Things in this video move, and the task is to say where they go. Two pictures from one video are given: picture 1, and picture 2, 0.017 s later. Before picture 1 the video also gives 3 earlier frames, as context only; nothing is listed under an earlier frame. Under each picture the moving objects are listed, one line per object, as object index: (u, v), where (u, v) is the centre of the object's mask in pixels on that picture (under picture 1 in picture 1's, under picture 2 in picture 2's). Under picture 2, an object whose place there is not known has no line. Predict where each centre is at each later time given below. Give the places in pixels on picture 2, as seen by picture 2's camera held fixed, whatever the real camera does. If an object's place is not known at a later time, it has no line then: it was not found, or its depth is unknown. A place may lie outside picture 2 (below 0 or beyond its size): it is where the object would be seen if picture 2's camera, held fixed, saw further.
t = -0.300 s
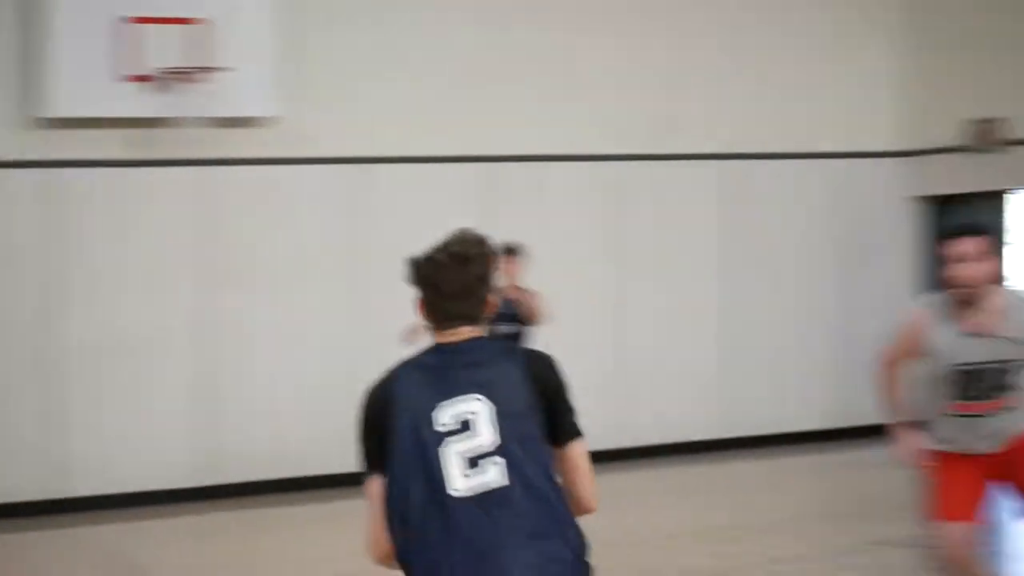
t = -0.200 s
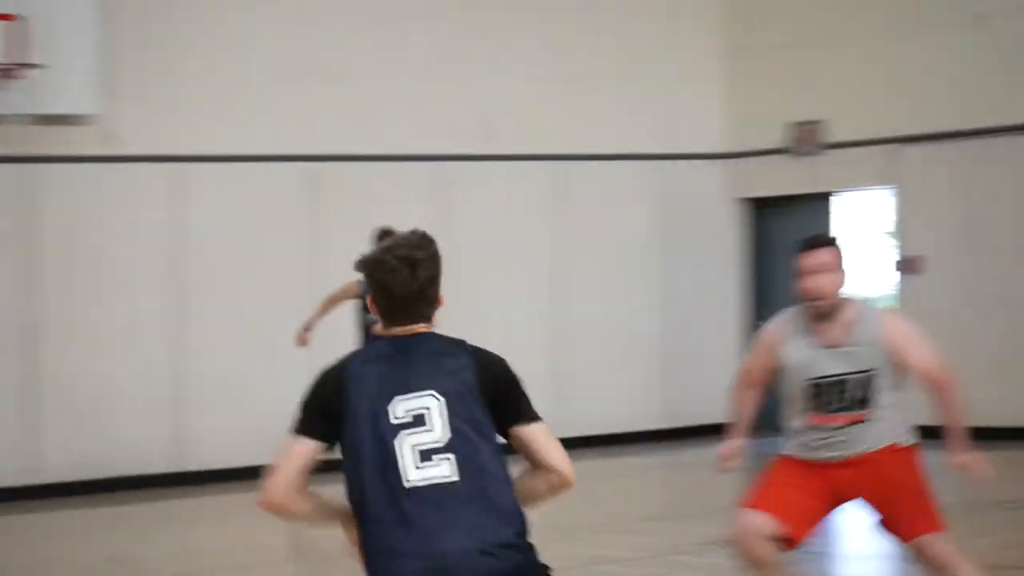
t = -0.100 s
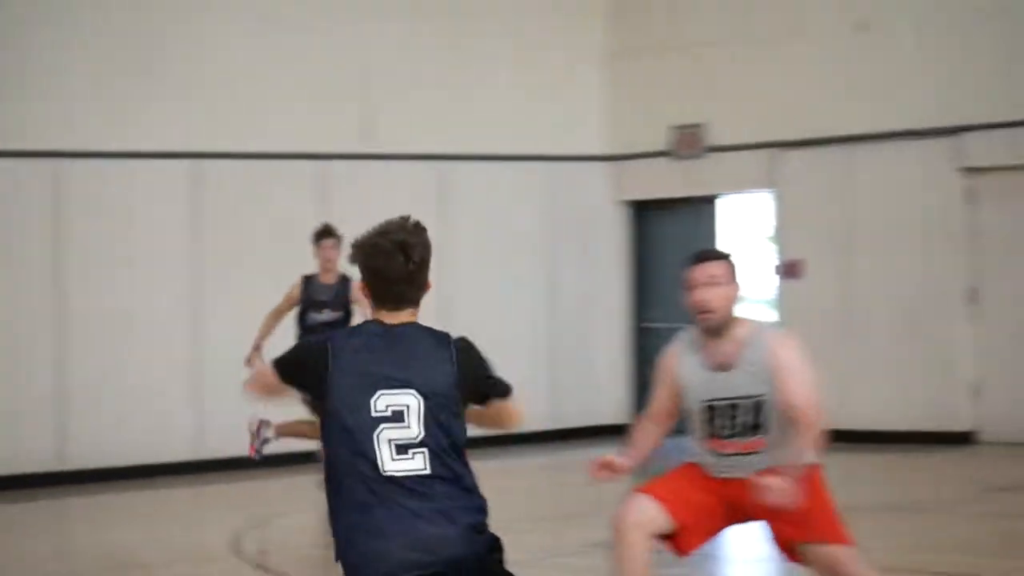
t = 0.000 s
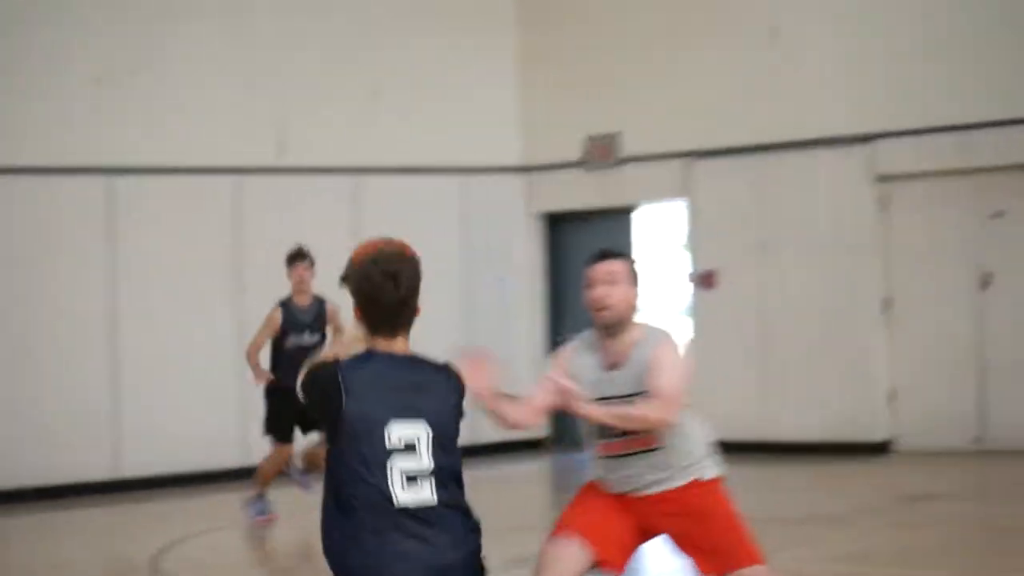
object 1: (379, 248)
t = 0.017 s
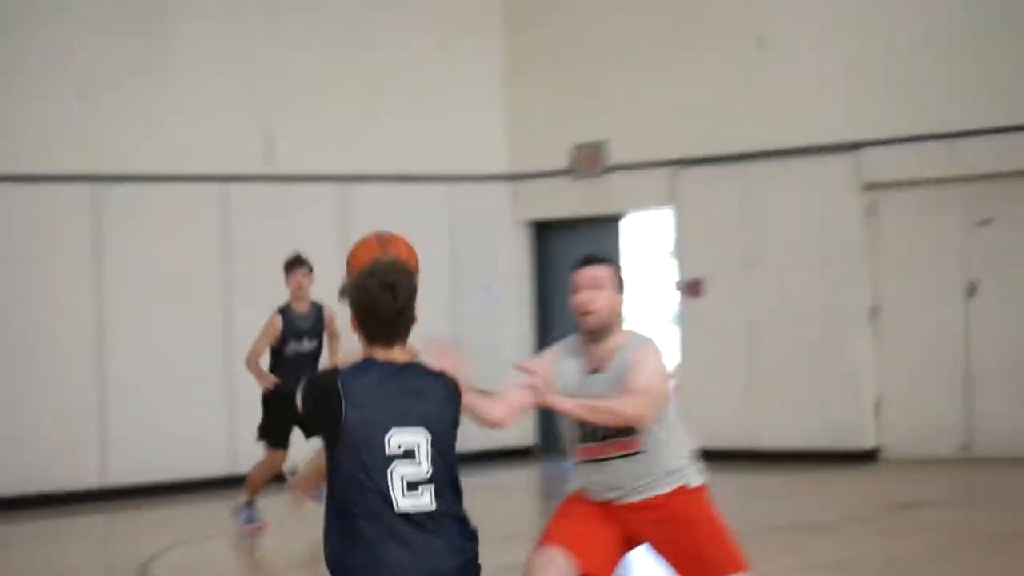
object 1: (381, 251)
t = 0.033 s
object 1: (389, 243)
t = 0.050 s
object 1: (393, 236)
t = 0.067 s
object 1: (404, 228)
